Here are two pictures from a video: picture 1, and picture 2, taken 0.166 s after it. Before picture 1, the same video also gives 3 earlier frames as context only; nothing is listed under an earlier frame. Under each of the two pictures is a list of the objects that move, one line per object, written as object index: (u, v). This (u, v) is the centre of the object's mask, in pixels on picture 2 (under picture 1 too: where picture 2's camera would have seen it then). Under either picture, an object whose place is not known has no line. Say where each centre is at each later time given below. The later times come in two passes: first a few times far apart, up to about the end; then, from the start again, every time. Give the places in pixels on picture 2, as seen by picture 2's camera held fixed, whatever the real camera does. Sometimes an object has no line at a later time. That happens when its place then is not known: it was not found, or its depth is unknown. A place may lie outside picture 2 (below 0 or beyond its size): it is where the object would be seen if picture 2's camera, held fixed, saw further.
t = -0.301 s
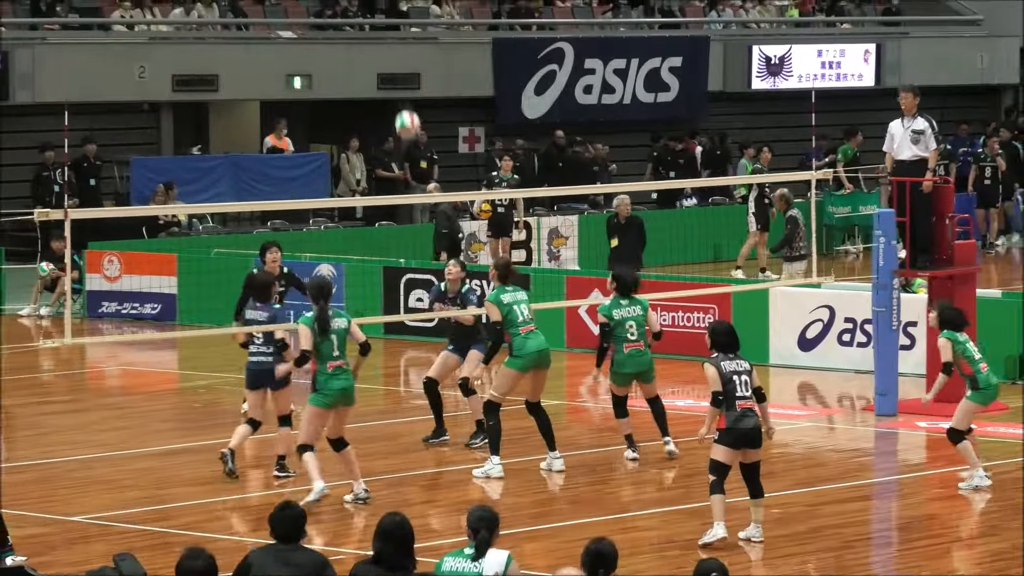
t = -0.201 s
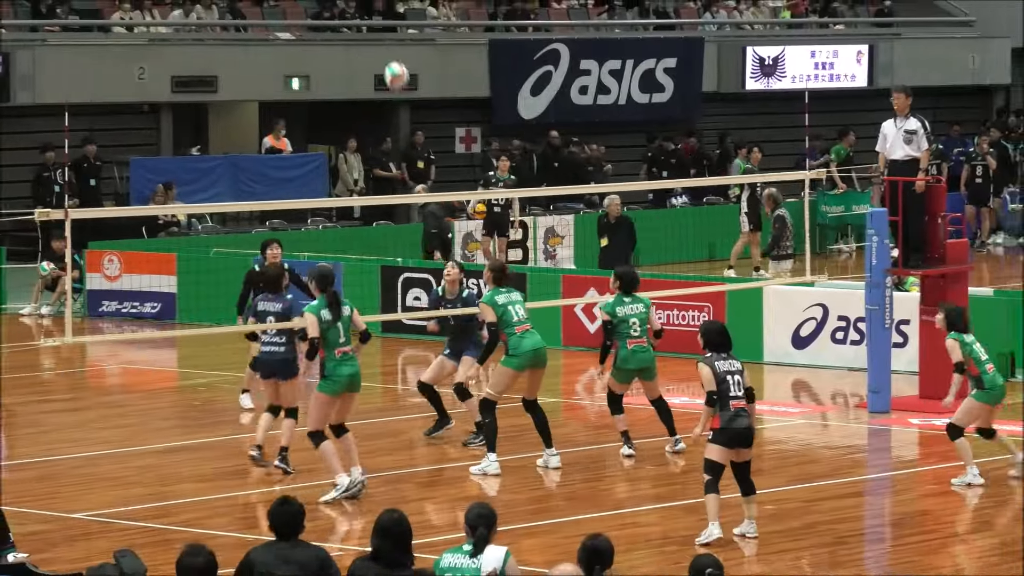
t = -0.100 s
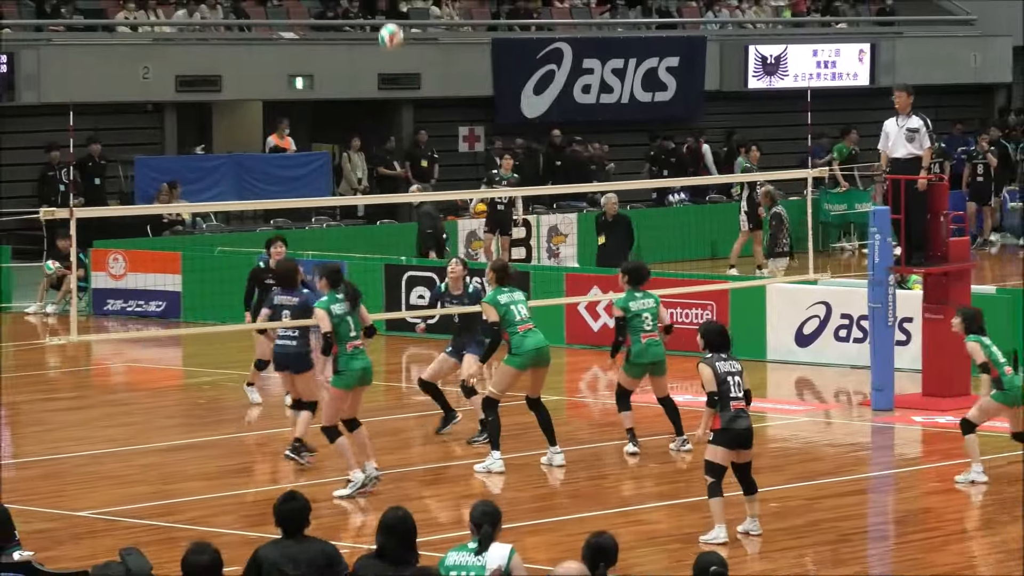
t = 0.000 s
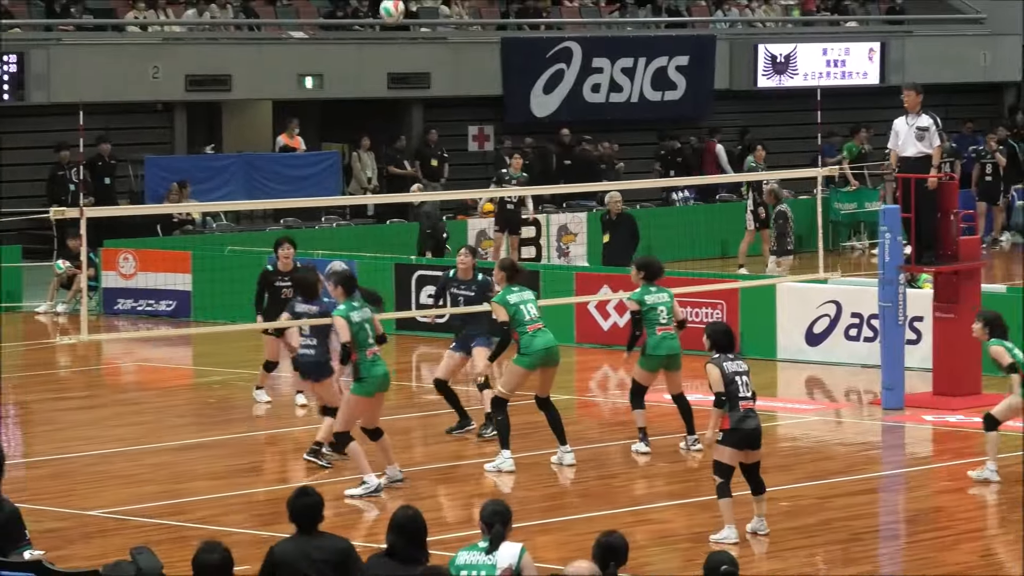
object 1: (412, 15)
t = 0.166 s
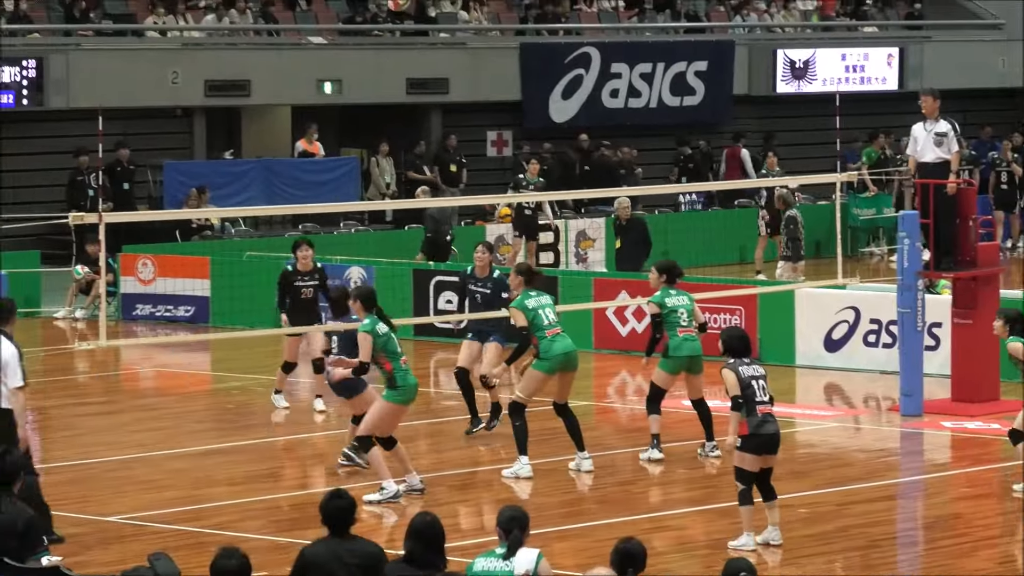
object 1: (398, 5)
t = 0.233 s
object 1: (392, 3)
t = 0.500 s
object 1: (371, 61)
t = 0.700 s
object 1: (358, 163)
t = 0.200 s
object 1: (395, 4)
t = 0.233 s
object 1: (392, 3)
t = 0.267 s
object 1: (389, 3)
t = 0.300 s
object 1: (387, 8)
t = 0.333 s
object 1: (384, 12)
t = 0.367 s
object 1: (382, 19)
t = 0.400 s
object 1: (379, 29)
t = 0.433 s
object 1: (376, 37)
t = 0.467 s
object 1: (374, 49)
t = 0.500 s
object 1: (371, 61)
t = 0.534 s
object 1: (369, 75)
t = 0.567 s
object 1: (367, 91)
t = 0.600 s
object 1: (365, 108)
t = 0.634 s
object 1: (362, 126)
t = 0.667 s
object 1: (360, 143)
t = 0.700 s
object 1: (358, 163)
